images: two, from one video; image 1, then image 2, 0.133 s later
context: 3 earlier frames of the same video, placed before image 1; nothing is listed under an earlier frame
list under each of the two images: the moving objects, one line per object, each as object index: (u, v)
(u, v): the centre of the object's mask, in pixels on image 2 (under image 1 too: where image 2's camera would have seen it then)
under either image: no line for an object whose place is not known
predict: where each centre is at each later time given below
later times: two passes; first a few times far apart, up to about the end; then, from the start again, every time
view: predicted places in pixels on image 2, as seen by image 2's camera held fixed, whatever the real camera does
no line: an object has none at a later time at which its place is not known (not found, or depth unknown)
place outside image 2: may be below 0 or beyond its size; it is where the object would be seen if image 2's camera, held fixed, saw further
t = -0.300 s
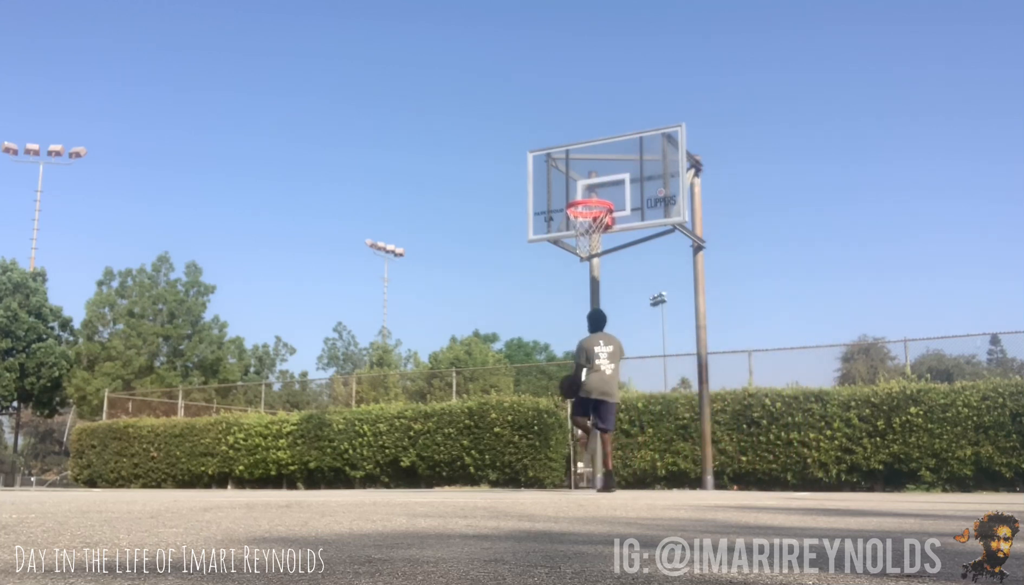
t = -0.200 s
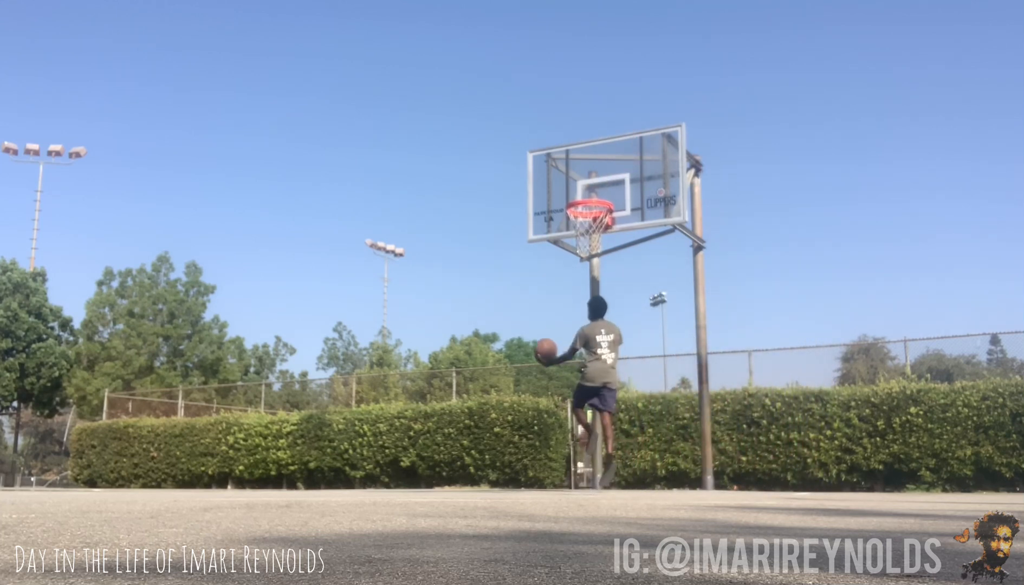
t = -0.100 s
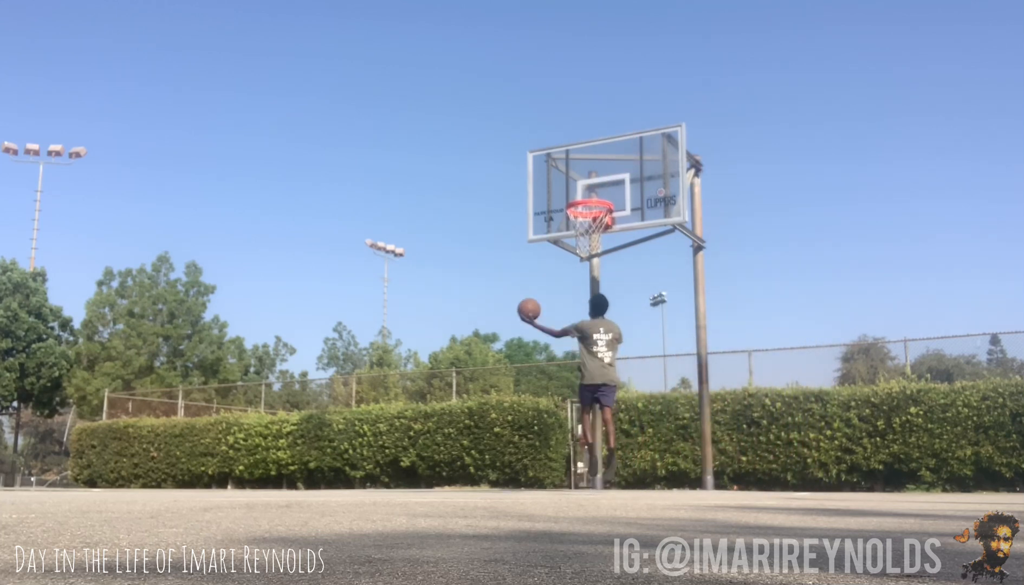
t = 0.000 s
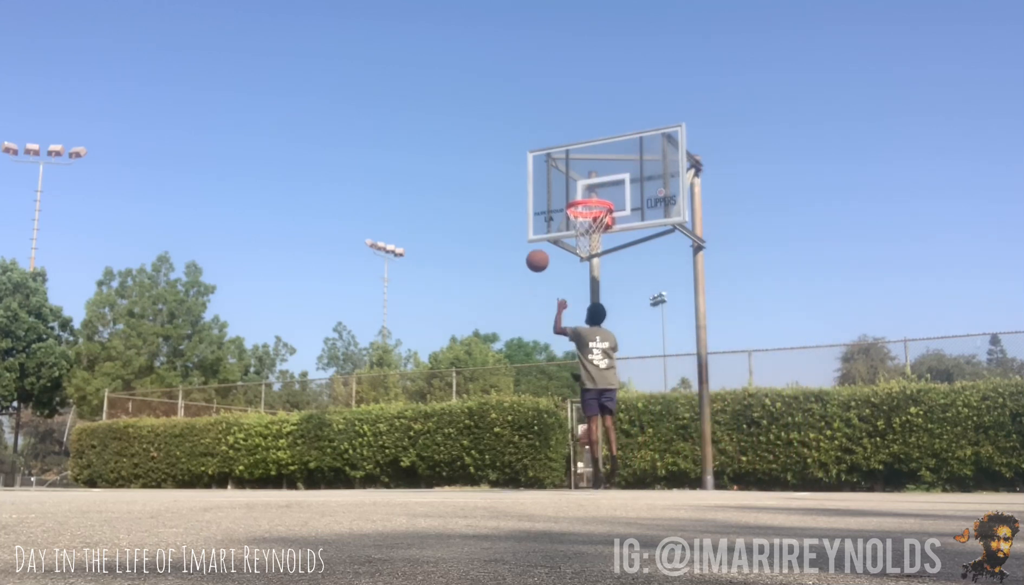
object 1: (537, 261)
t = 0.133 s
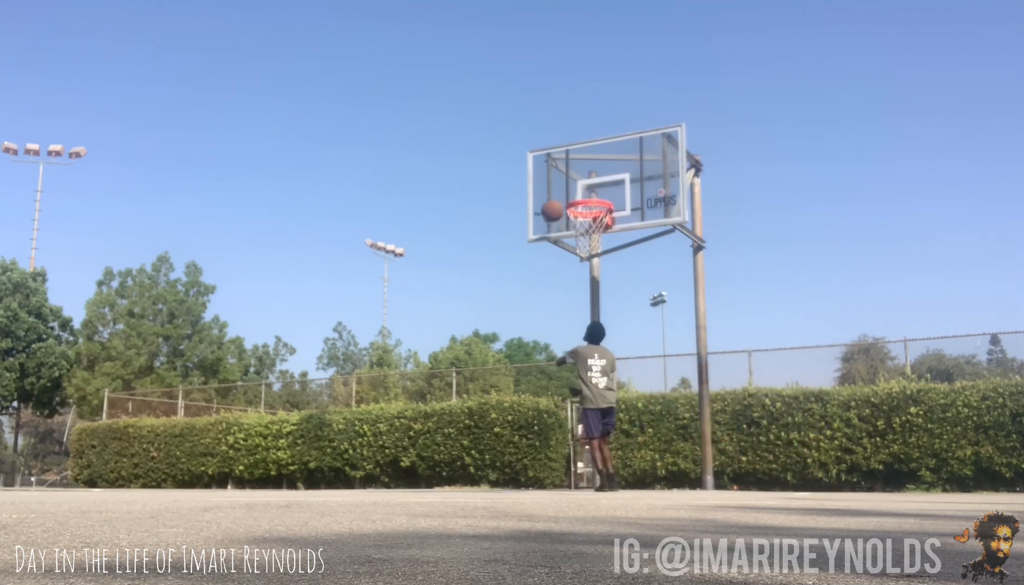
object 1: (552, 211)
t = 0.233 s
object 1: (563, 185)
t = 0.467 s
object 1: (588, 164)
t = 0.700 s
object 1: (616, 192)
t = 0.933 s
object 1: (654, 223)
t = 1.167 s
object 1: (697, 308)
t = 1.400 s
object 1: (745, 455)
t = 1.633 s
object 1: (773, 368)
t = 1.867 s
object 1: (800, 290)
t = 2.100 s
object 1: (831, 270)
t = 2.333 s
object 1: (867, 309)
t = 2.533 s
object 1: (904, 394)
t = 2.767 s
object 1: (943, 429)
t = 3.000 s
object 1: (976, 342)
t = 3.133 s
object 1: (999, 322)
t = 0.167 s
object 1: (555, 201)
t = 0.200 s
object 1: (559, 193)
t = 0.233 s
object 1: (563, 185)
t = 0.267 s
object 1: (566, 179)
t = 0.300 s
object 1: (570, 174)
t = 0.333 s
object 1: (573, 170)
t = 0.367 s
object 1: (578, 167)
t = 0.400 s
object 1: (580, 166)
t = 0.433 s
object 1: (584, 165)
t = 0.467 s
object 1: (588, 164)
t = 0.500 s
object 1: (592, 165)
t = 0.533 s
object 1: (596, 167)
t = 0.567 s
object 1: (600, 169)
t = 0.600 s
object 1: (603, 174)
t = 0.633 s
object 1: (607, 179)
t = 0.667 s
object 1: (611, 185)
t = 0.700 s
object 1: (616, 192)
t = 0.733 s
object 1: (621, 194)
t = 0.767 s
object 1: (626, 196)
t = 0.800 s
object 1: (632, 199)
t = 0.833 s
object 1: (637, 204)
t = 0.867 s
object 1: (642, 209)
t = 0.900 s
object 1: (648, 216)
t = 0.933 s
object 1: (654, 223)
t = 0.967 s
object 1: (660, 232)
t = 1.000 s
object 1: (666, 242)
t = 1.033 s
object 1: (672, 253)
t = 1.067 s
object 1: (678, 265)
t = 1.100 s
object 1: (684, 278)
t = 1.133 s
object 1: (690, 292)
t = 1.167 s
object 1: (697, 308)
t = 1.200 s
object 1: (703, 325)
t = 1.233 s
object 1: (710, 343)
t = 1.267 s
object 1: (716, 363)
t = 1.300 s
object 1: (723, 384)
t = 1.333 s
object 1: (731, 406)
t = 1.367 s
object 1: (738, 430)
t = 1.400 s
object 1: (745, 455)
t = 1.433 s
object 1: (752, 481)
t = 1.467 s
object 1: (757, 462)
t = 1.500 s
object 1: (759, 440)
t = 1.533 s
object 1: (763, 420)
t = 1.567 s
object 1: (766, 402)
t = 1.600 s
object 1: (770, 384)
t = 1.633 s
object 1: (773, 368)
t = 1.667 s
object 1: (777, 353)
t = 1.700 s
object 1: (781, 340)
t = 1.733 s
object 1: (784, 327)
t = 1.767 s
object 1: (788, 316)
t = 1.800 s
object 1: (792, 306)
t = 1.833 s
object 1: (796, 298)
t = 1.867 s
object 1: (800, 290)
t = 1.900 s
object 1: (804, 284)
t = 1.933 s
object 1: (808, 279)
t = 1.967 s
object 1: (813, 274)
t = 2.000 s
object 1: (817, 272)
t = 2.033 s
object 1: (822, 270)
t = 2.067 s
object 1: (826, 270)
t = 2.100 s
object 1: (831, 270)
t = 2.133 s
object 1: (836, 272)
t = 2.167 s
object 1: (840, 275)
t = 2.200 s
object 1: (846, 279)
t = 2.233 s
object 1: (851, 285)
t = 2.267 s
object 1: (856, 292)
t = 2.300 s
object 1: (861, 300)
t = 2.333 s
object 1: (867, 309)
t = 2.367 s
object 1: (873, 320)
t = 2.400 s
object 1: (879, 332)
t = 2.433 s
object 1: (885, 345)
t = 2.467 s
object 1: (890, 360)
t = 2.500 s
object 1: (897, 377)
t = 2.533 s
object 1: (904, 394)
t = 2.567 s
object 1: (910, 413)
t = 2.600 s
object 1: (916, 434)
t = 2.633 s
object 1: (924, 456)
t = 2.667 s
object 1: (930, 480)
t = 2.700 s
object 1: (934, 466)
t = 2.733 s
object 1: (939, 446)
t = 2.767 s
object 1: (943, 429)
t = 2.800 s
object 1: (948, 412)
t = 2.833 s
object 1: (951, 397)
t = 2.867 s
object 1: (956, 383)
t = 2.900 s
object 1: (961, 371)
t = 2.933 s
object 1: (966, 360)
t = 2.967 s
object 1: (971, 350)
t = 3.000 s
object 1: (976, 342)
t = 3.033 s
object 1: (982, 335)
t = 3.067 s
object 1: (988, 330)
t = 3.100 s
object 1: (993, 325)
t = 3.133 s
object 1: (999, 322)
